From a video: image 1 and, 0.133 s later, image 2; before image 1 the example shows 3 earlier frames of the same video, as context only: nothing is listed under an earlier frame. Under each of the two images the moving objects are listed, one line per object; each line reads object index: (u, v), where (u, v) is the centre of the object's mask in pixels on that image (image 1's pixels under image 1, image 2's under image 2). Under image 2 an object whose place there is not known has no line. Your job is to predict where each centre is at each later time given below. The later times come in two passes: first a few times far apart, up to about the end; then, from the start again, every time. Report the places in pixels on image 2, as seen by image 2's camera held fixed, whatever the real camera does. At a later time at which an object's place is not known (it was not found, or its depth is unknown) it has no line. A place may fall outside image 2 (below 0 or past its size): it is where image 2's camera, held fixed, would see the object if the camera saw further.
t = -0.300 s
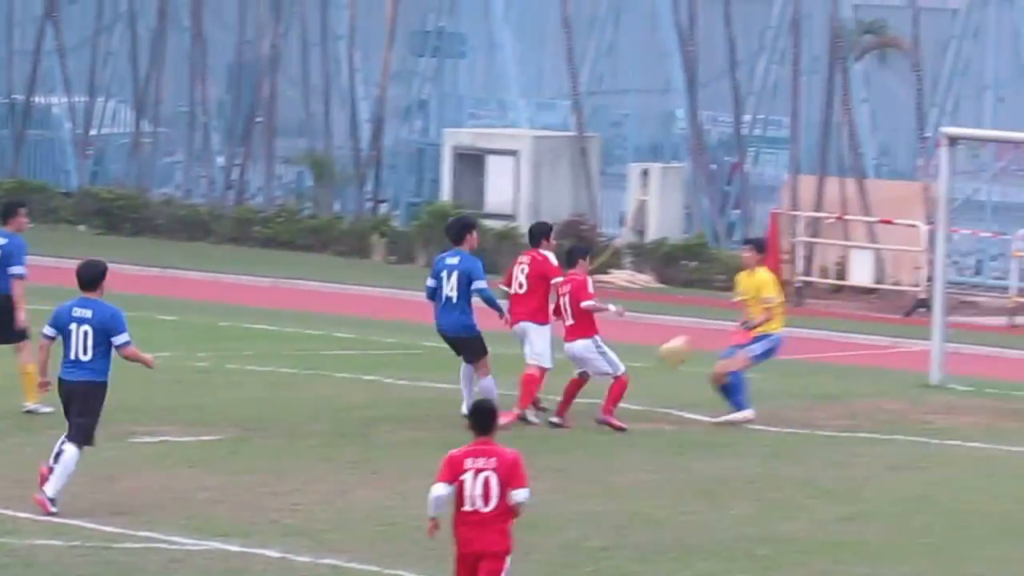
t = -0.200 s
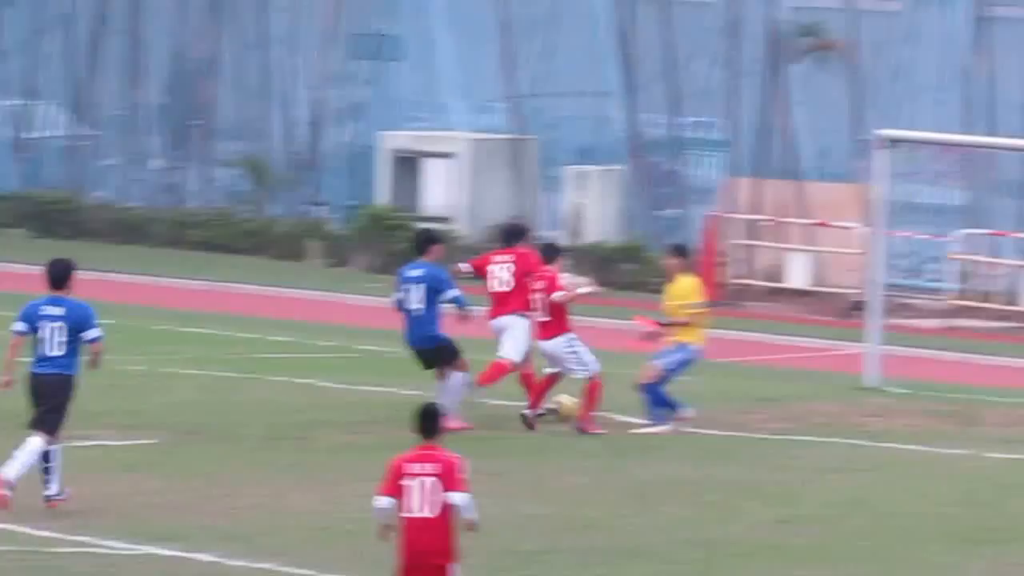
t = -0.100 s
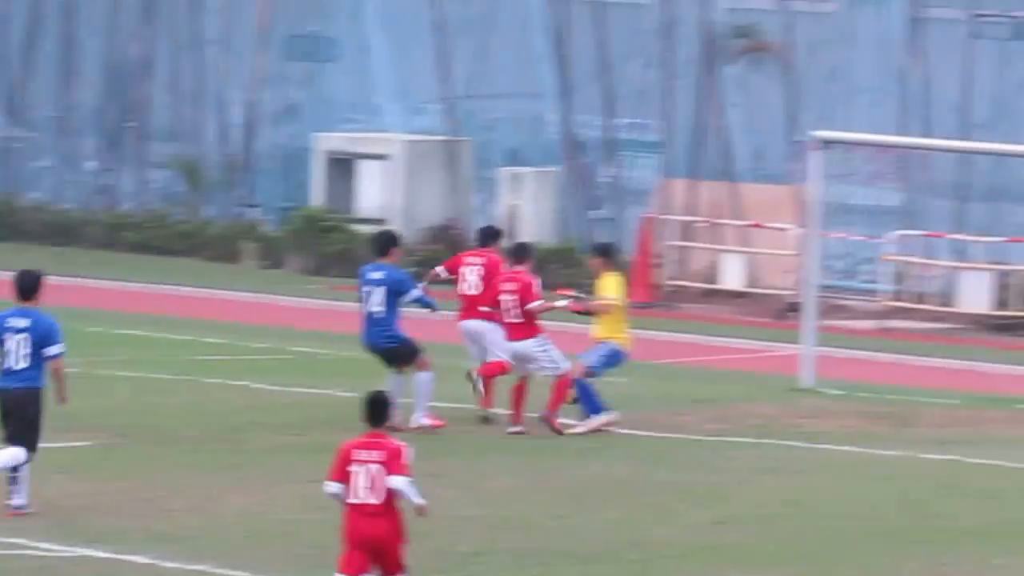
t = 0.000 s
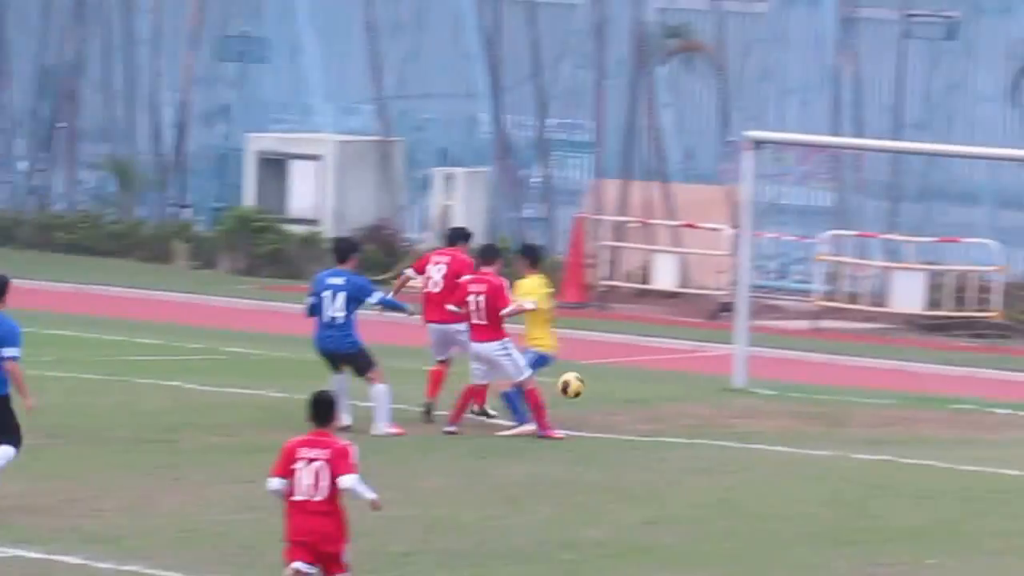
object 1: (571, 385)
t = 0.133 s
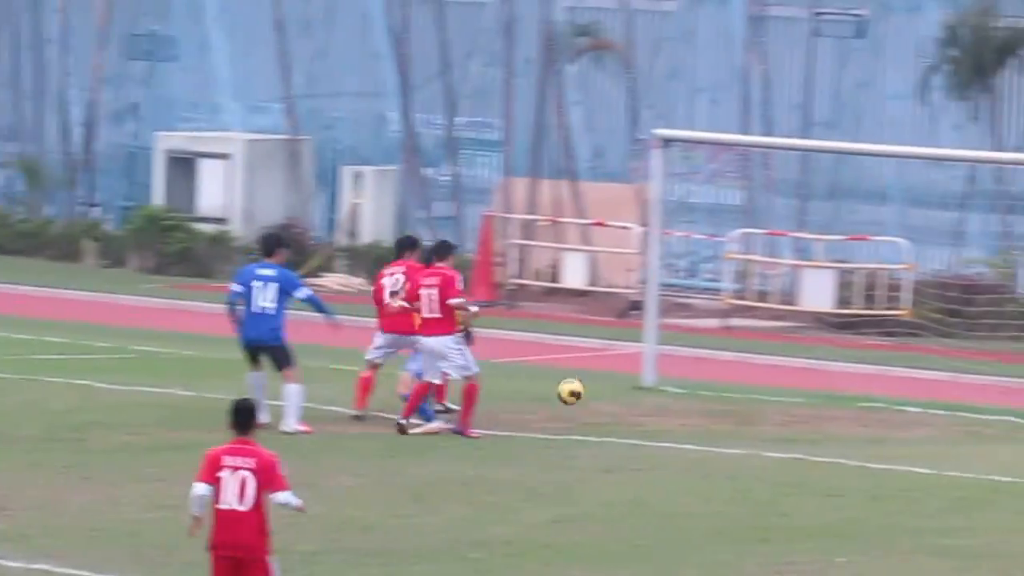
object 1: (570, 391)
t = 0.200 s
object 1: (615, 403)
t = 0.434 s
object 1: (708, 389)
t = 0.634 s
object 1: (778, 410)
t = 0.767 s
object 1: (810, 404)
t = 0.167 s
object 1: (593, 397)
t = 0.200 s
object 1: (615, 403)
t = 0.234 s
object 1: (636, 411)
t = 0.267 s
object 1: (651, 409)
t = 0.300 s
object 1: (663, 402)
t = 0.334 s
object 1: (674, 397)
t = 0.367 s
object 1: (686, 393)
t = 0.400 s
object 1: (697, 391)
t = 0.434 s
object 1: (708, 389)
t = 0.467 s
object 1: (720, 389)
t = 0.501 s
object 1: (731, 390)
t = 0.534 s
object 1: (743, 394)
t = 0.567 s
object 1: (754, 397)
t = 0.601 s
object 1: (766, 402)
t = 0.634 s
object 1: (778, 410)
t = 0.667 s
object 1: (786, 412)
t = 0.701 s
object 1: (794, 407)
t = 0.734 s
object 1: (802, 405)
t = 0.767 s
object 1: (810, 404)
